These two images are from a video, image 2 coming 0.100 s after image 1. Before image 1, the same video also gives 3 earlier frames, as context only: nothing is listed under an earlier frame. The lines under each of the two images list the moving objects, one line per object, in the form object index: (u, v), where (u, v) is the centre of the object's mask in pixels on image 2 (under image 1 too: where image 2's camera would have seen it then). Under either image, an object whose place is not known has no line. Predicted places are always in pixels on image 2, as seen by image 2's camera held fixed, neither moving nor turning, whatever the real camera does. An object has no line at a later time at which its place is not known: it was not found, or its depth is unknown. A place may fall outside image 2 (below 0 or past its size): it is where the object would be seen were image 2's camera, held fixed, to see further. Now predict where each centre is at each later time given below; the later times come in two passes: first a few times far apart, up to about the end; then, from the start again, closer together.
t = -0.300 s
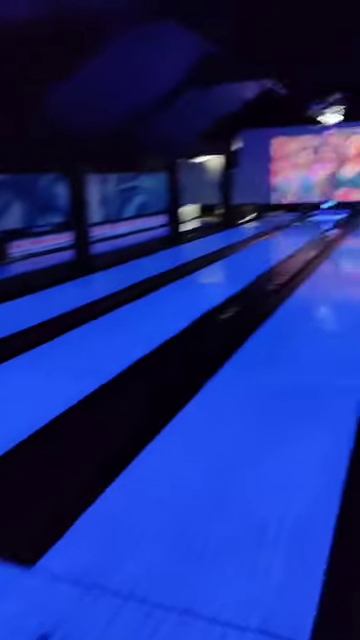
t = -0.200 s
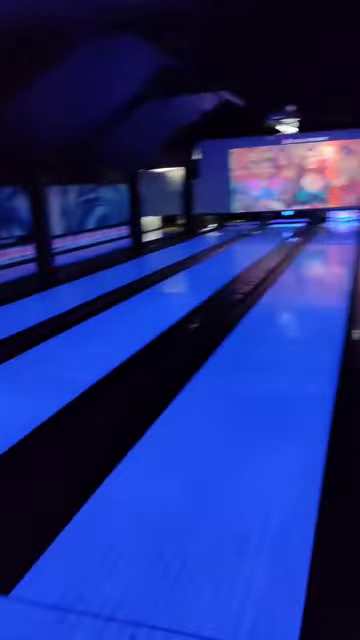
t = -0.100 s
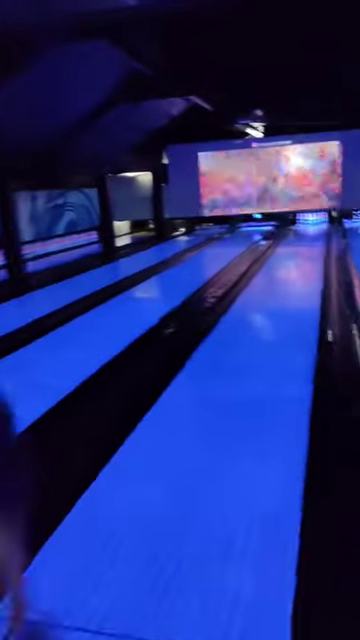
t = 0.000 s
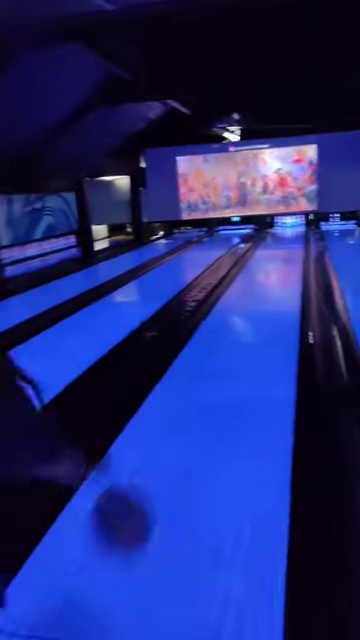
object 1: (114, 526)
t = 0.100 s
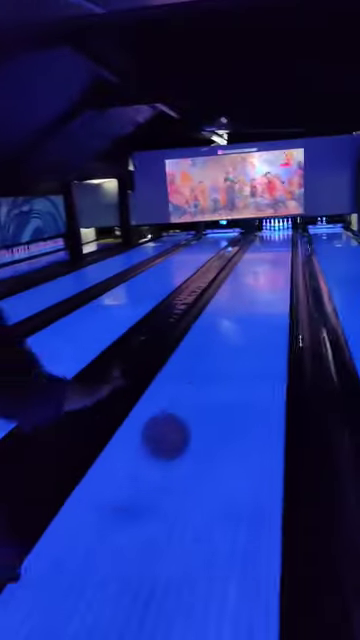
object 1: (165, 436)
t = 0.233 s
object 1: (204, 394)
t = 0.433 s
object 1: (234, 360)
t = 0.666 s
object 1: (251, 318)
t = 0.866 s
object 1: (260, 298)
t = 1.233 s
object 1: (271, 271)
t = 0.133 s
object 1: (178, 420)
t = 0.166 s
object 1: (188, 408)
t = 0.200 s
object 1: (197, 400)
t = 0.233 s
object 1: (204, 394)
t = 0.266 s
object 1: (211, 391)
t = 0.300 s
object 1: (217, 390)
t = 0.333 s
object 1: (221, 388)
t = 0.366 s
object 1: (226, 377)
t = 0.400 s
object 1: (230, 368)
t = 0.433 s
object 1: (234, 360)
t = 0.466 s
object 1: (237, 353)
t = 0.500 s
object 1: (240, 346)
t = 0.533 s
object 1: (243, 340)
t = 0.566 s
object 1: (246, 334)
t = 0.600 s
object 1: (248, 328)
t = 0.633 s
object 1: (249, 322)
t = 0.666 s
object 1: (251, 318)
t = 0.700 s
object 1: (252, 314)
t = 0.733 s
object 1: (255, 309)
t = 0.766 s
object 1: (256, 306)
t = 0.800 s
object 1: (257, 303)
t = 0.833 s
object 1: (259, 299)
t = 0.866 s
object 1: (260, 298)
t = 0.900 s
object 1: (261, 295)
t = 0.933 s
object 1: (262, 292)
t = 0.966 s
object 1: (263, 288)
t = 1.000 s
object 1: (264, 286)
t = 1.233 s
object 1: (271, 271)
